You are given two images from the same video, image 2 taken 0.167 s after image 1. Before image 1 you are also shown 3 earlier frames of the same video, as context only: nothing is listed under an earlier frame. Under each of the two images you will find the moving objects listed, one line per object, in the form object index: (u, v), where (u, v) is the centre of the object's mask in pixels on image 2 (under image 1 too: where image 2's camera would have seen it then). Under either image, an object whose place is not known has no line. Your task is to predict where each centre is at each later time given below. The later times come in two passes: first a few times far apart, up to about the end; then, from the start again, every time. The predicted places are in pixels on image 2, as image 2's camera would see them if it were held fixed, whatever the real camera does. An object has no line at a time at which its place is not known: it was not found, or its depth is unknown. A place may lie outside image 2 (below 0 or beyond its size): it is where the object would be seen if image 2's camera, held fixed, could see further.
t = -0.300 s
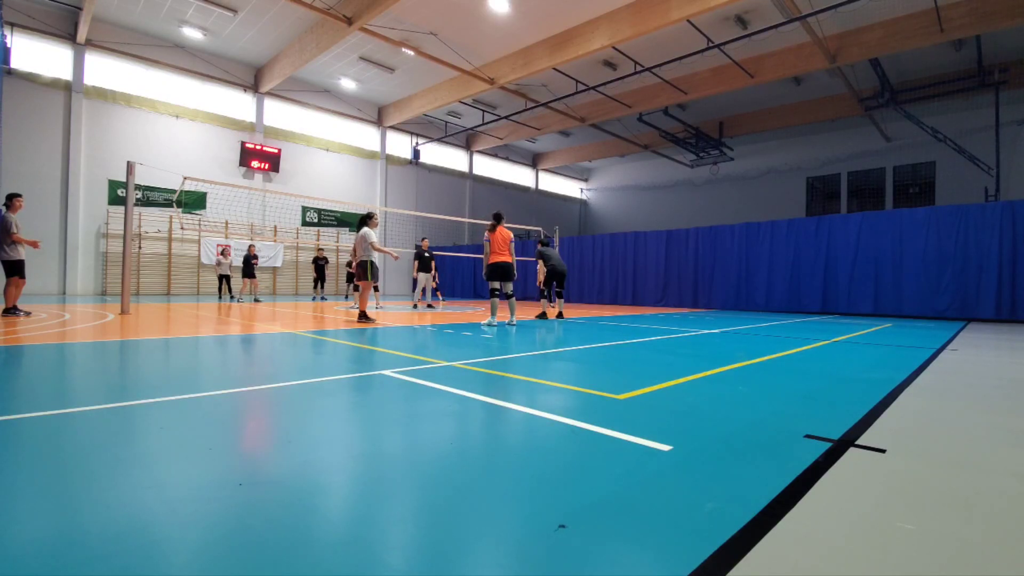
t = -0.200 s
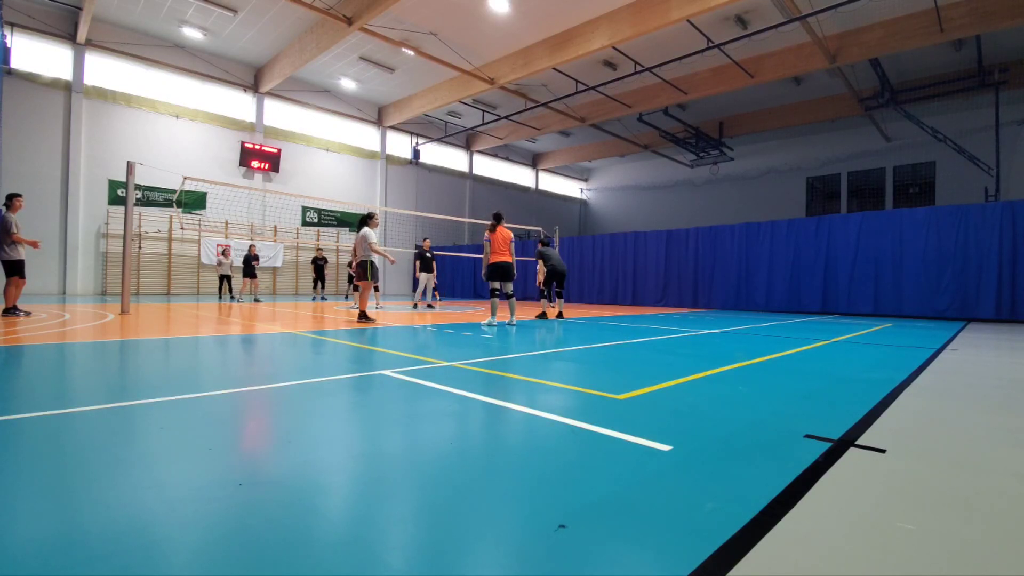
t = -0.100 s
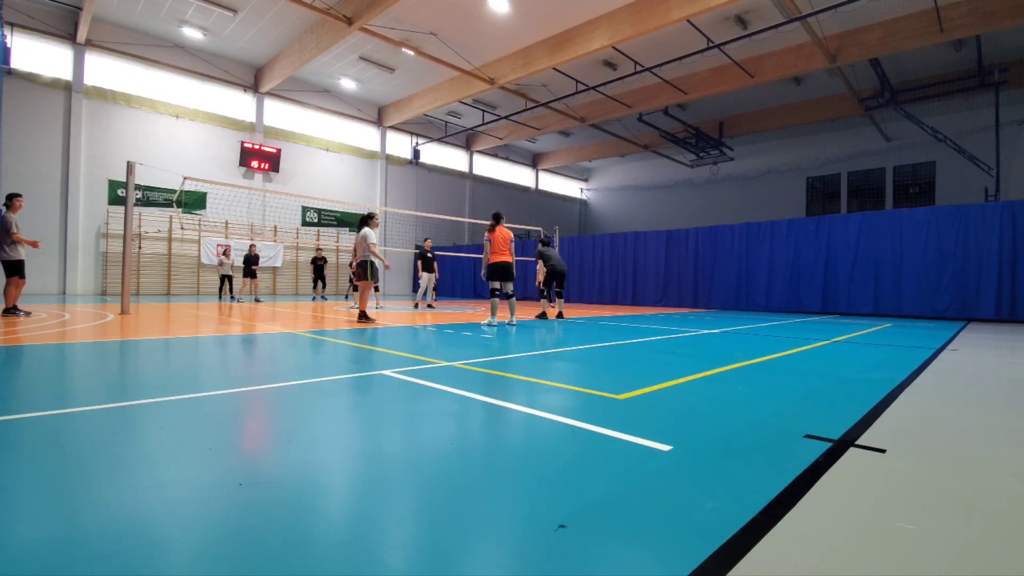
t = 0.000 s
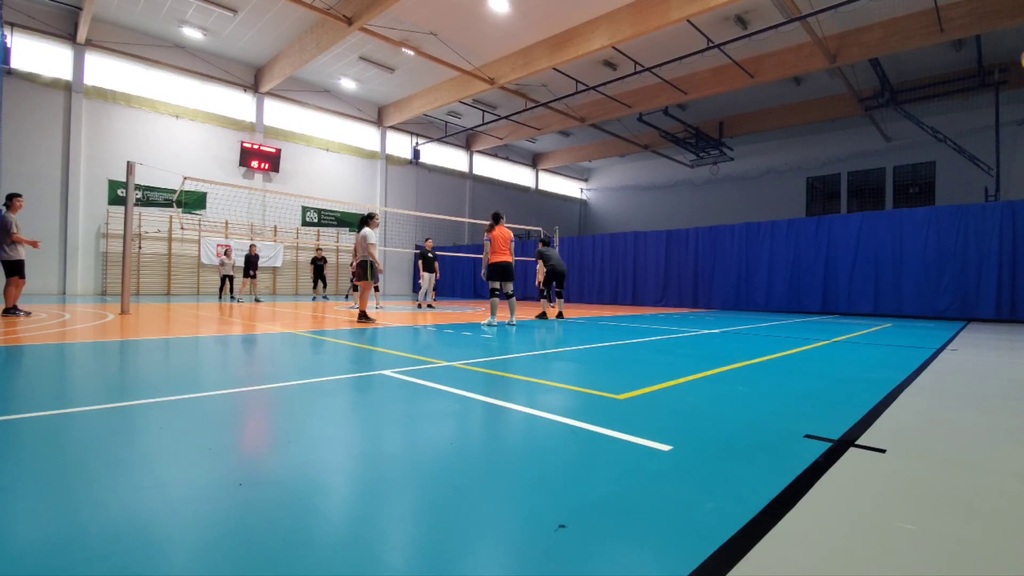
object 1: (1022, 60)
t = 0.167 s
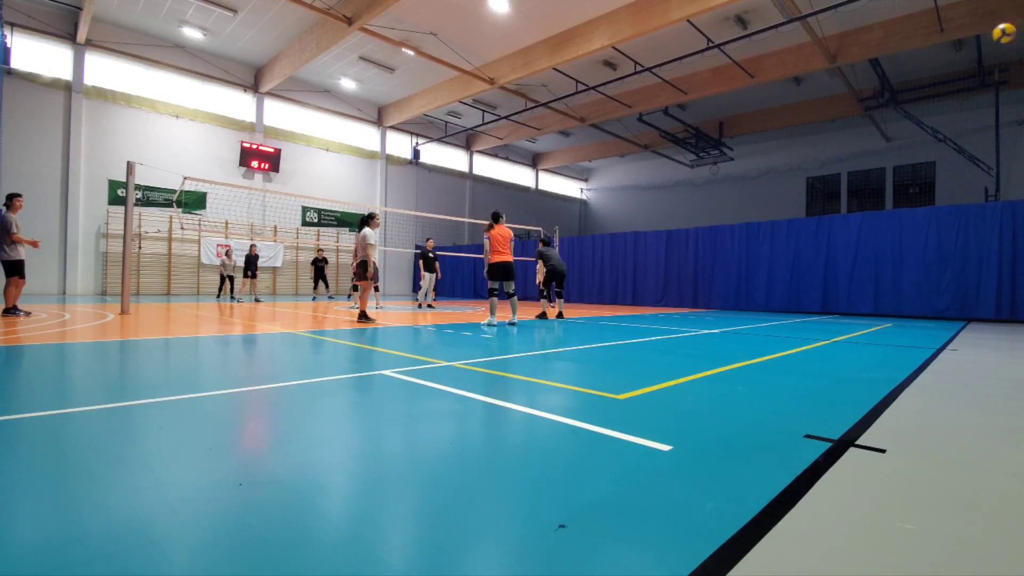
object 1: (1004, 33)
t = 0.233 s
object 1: (993, 29)
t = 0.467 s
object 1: (958, 42)
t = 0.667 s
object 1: (930, 84)
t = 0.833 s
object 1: (908, 137)
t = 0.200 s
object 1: (999, 31)
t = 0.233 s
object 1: (993, 29)
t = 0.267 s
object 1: (988, 28)
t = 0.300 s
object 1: (983, 28)
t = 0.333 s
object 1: (978, 30)
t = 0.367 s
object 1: (973, 31)
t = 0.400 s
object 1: (968, 34)
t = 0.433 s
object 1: (962, 38)
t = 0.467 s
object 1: (958, 42)
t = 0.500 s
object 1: (953, 47)
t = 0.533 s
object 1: (949, 53)
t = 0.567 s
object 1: (944, 59)
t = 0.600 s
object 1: (939, 67)
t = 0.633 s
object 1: (934, 75)
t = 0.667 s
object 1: (930, 84)
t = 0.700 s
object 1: (925, 93)
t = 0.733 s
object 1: (921, 103)
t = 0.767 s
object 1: (916, 114)
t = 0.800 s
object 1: (912, 125)
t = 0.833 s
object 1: (908, 137)
